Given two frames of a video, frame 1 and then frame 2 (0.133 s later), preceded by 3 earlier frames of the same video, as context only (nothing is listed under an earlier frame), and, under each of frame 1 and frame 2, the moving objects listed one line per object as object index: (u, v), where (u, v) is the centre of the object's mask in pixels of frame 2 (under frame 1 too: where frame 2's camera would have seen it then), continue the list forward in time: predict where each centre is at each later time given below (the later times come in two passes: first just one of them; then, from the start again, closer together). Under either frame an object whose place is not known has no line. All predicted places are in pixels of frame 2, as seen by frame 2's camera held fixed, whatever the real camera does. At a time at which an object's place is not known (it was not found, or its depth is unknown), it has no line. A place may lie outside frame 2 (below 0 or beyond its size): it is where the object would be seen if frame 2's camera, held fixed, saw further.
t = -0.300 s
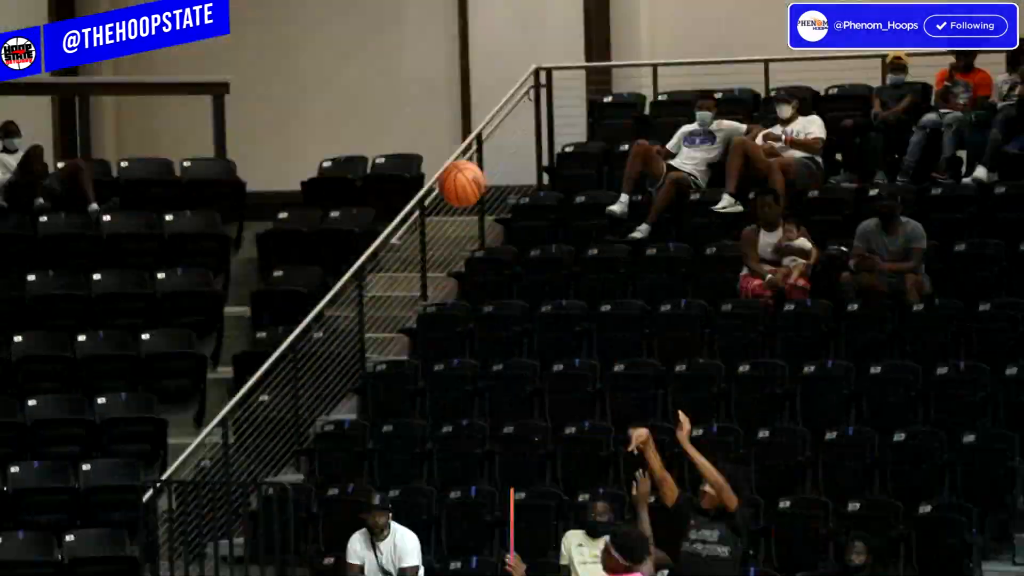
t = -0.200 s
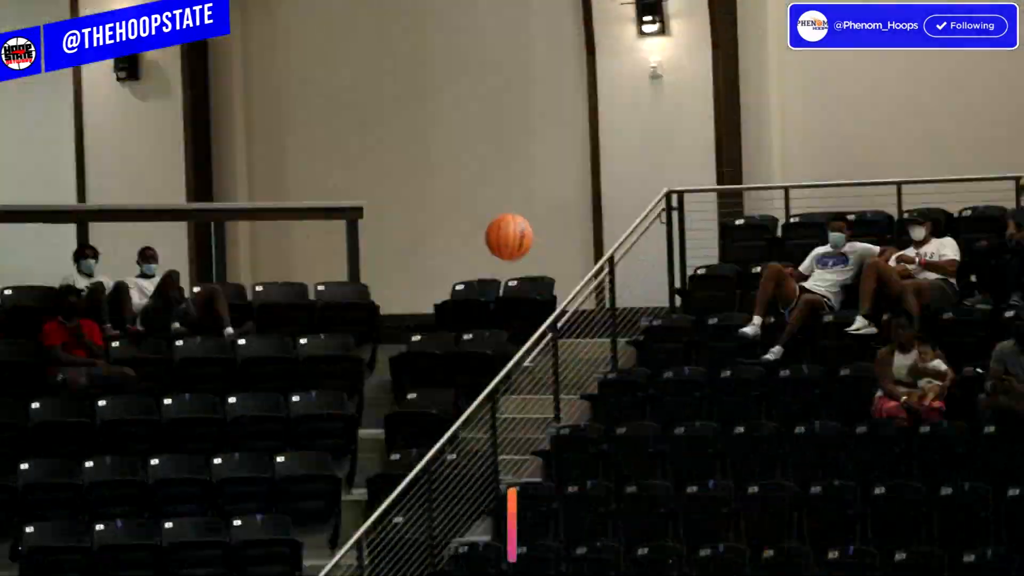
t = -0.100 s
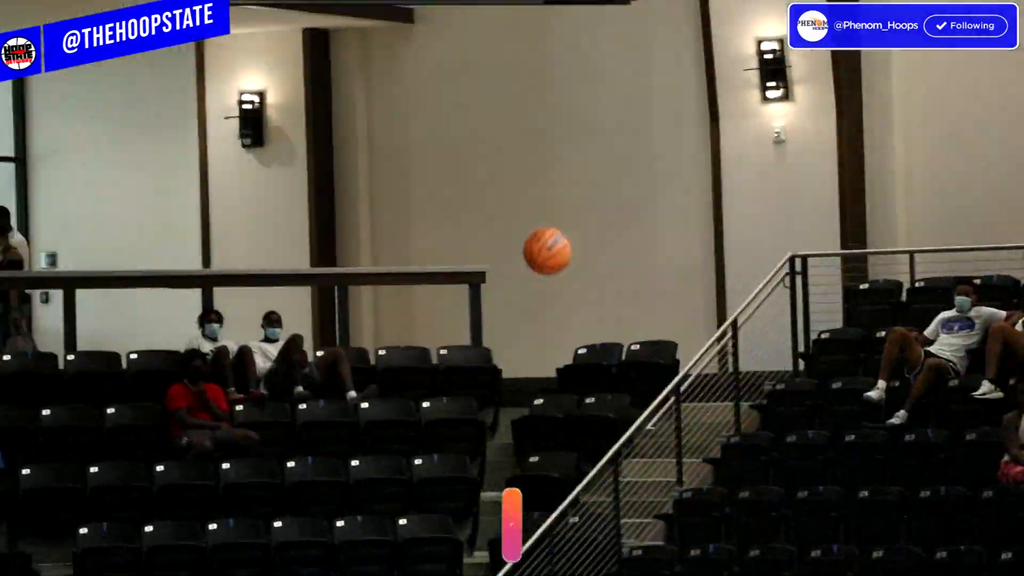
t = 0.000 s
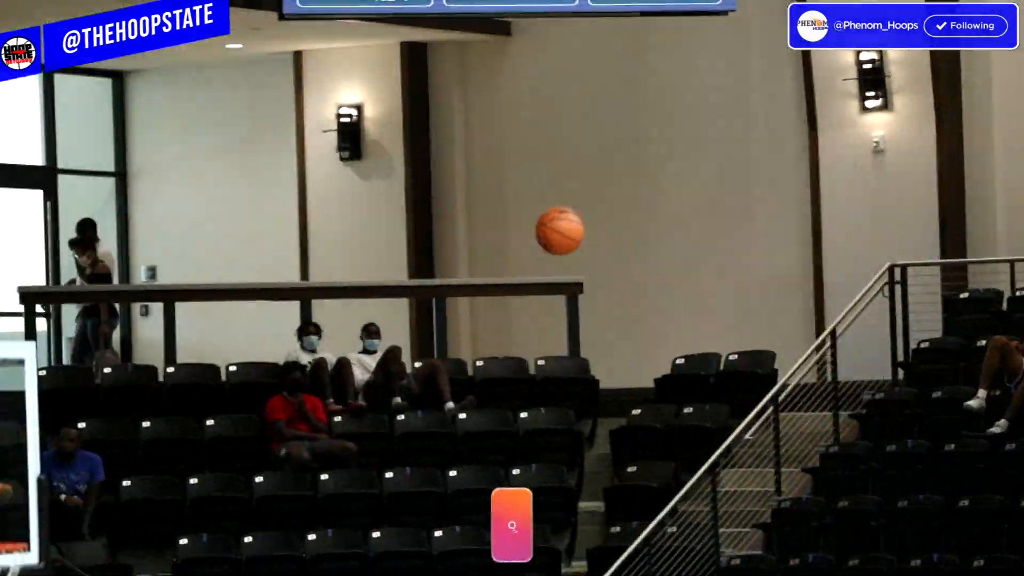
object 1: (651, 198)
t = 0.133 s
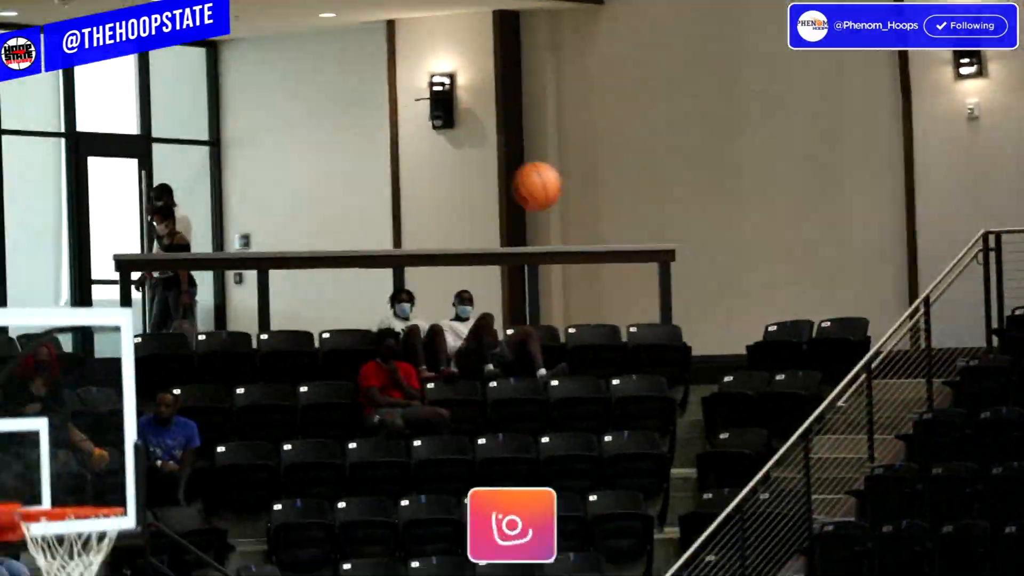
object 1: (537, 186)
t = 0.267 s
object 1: (422, 210)
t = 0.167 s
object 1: (509, 189)
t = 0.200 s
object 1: (480, 194)
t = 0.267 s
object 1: (422, 210)
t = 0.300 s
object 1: (394, 222)
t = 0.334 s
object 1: (365, 236)
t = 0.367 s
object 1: (336, 252)
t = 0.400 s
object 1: (306, 270)
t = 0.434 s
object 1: (275, 291)
